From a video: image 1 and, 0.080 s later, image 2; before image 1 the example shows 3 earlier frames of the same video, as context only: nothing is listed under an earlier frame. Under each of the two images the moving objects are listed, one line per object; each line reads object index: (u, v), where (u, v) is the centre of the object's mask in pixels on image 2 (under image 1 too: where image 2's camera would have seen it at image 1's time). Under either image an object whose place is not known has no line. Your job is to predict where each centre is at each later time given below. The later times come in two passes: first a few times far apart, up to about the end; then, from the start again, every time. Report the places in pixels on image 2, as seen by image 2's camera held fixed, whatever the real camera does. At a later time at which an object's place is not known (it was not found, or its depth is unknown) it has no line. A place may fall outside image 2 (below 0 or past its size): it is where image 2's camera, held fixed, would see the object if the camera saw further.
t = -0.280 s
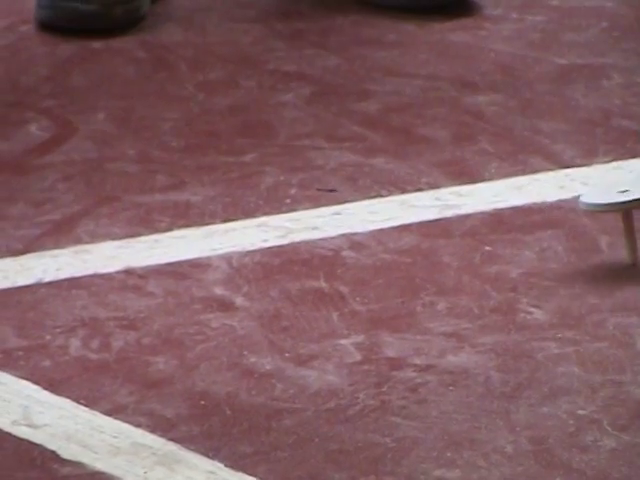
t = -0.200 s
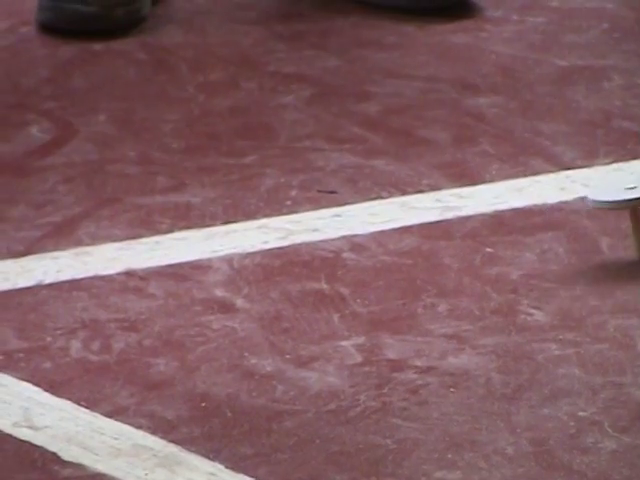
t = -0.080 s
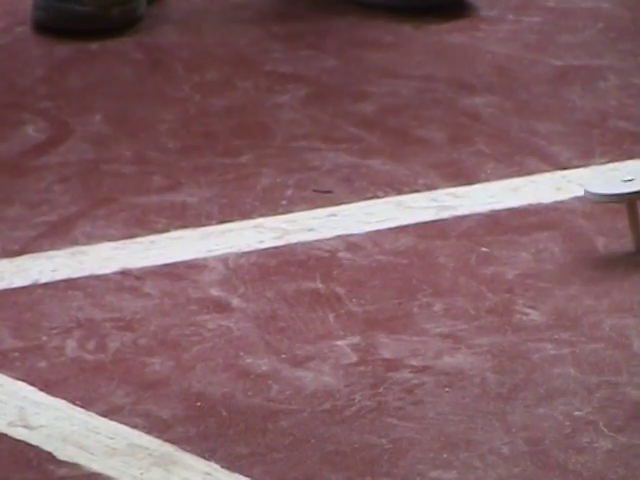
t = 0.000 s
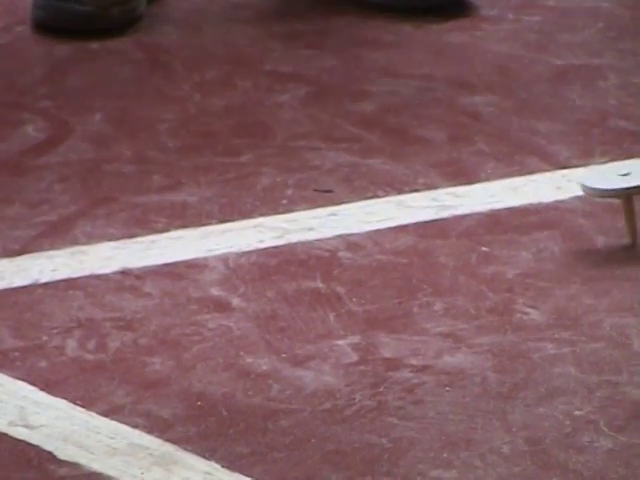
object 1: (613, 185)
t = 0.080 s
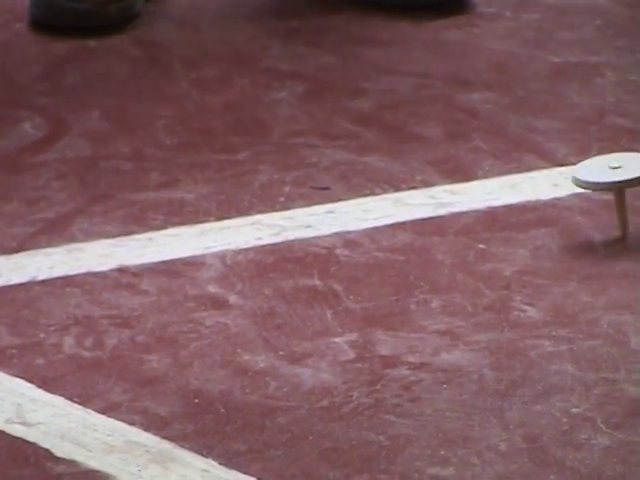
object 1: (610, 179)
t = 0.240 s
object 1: (590, 168)
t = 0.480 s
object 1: (537, 161)
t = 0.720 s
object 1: (477, 161)
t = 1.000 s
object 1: (420, 172)
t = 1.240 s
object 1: (395, 187)
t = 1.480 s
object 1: (399, 202)
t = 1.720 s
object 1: (428, 215)
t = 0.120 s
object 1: (607, 175)
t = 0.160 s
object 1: (603, 173)
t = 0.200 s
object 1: (599, 170)
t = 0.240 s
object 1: (590, 168)
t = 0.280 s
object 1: (582, 166)
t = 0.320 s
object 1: (574, 165)
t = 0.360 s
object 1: (566, 164)
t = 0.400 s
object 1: (556, 162)
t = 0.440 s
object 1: (547, 161)
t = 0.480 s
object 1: (537, 161)
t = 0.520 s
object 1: (528, 160)
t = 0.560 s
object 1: (517, 160)
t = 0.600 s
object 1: (507, 160)
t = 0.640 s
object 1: (497, 160)
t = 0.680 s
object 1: (487, 161)
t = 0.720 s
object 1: (477, 161)
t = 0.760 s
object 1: (468, 163)
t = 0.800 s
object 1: (459, 164)
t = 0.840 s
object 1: (450, 165)
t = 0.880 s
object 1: (441, 167)
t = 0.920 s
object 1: (434, 168)
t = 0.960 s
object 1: (427, 170)
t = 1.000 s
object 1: (420, 172)
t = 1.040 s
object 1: (414, 175)
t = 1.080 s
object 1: (409, 177)
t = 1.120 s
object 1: (405, 180)
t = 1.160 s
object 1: (400, 182)
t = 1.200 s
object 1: (397, 184)
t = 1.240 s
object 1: (395, 187)
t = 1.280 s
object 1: (394, 189)
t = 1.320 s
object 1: (394, 192)
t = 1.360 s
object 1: (393, 194)
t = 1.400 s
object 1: (394, 197)
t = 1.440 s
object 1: (396, 200)
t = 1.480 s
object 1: (399, 202)
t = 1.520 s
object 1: (401, 204)
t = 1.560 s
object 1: (406, 208)
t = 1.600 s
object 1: (411, 210)
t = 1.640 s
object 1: (416, 212)
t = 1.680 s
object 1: (422, 214)
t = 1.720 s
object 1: (428, 215)
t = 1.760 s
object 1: (435, 218)
